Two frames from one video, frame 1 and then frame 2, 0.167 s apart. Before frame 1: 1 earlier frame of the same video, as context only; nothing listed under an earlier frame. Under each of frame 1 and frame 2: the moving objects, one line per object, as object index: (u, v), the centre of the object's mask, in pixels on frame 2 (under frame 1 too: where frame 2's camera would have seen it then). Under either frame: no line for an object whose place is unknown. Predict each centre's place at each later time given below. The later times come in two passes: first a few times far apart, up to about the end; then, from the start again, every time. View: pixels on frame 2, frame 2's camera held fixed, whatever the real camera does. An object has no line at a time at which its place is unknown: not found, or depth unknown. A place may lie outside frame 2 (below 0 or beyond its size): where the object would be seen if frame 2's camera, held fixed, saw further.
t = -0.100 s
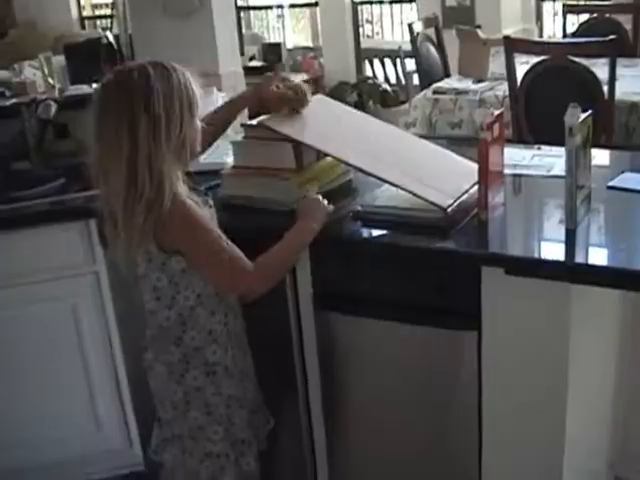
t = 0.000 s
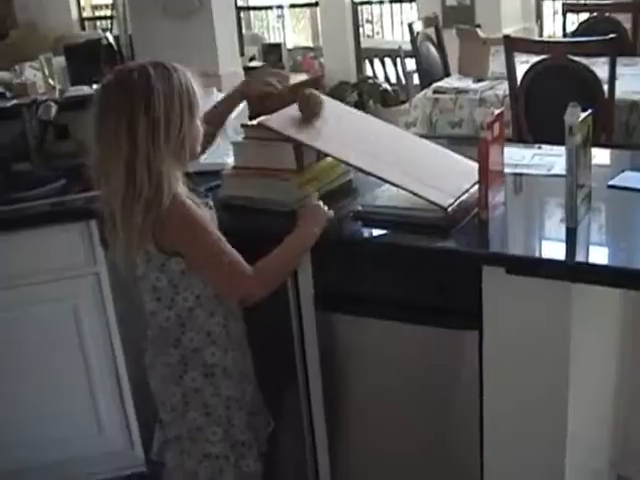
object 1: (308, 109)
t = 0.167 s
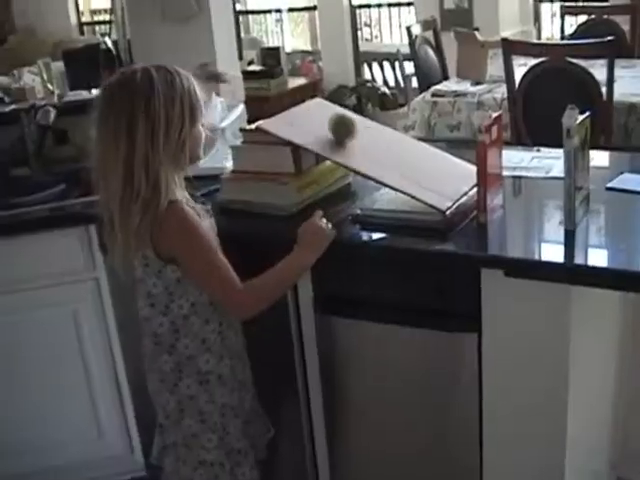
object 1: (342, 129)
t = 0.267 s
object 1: (372, 146)
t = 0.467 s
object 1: (456, 189)
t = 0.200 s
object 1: (351, 134)
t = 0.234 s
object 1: (361, 140)
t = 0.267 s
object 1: (372, 146)
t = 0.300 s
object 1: (384, 152)
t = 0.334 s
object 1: (397, 159)
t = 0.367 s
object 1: (410, 166)
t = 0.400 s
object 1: (425, 174)
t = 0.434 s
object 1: (441, 183)
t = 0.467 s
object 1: (456, 189)
